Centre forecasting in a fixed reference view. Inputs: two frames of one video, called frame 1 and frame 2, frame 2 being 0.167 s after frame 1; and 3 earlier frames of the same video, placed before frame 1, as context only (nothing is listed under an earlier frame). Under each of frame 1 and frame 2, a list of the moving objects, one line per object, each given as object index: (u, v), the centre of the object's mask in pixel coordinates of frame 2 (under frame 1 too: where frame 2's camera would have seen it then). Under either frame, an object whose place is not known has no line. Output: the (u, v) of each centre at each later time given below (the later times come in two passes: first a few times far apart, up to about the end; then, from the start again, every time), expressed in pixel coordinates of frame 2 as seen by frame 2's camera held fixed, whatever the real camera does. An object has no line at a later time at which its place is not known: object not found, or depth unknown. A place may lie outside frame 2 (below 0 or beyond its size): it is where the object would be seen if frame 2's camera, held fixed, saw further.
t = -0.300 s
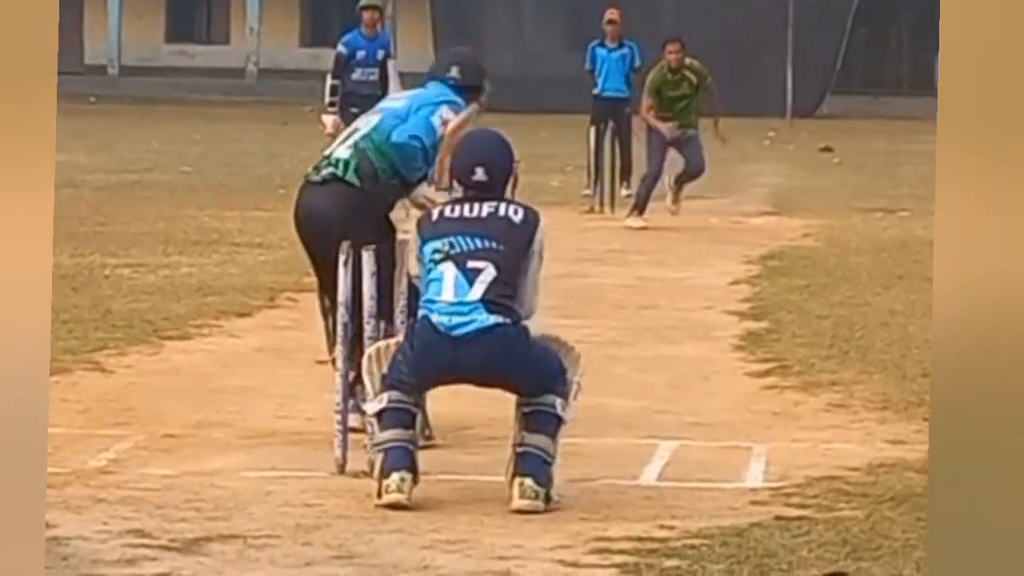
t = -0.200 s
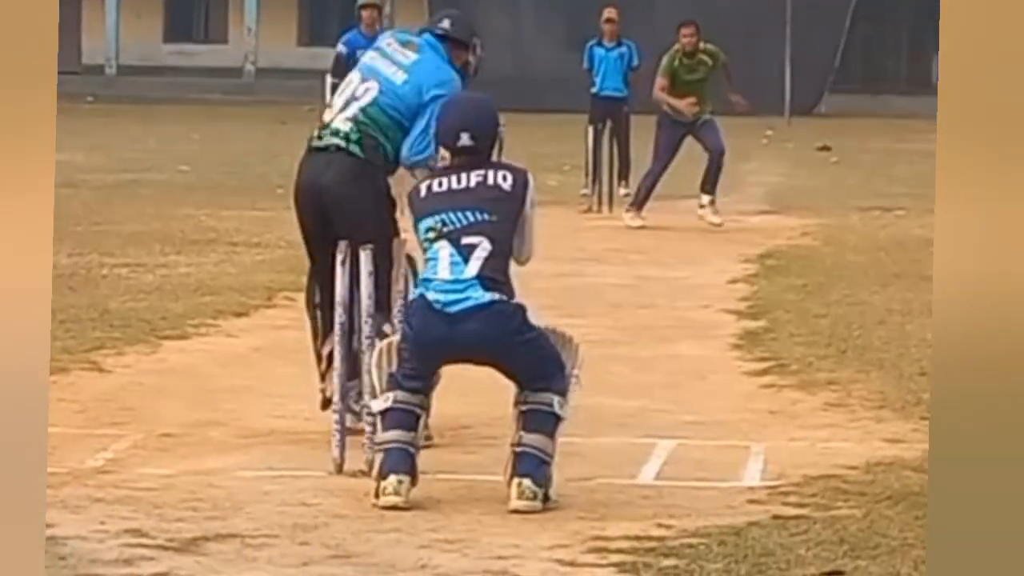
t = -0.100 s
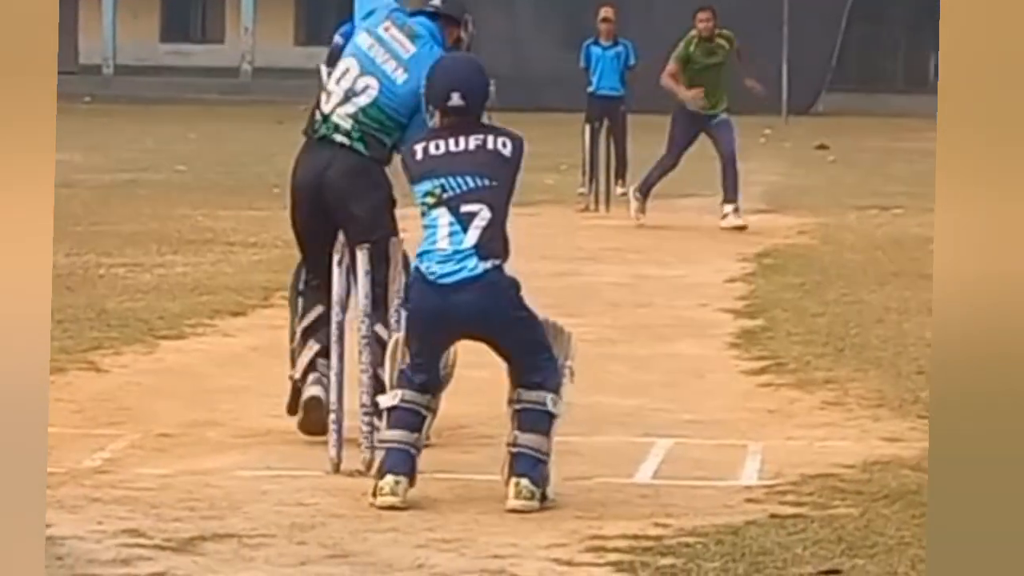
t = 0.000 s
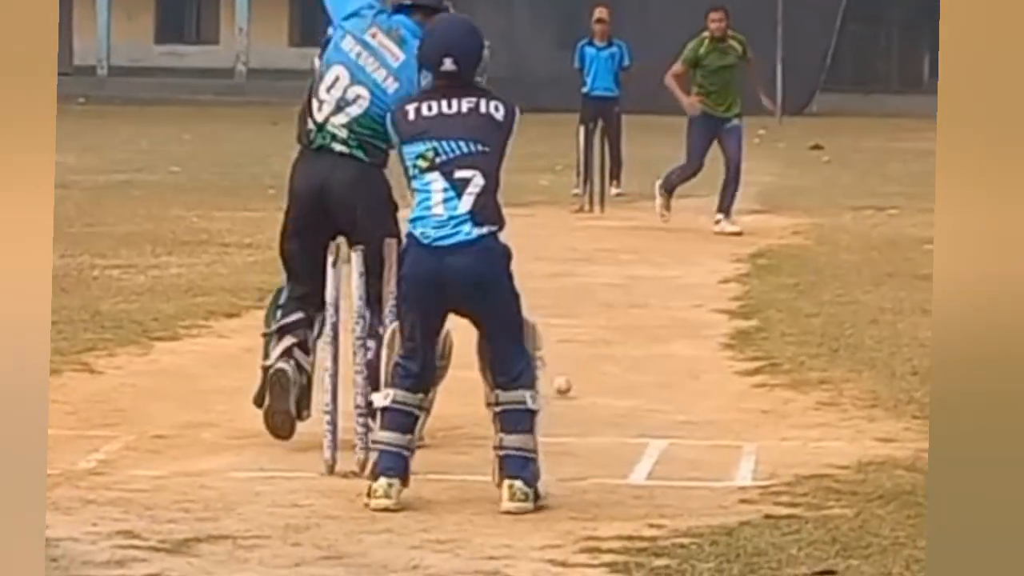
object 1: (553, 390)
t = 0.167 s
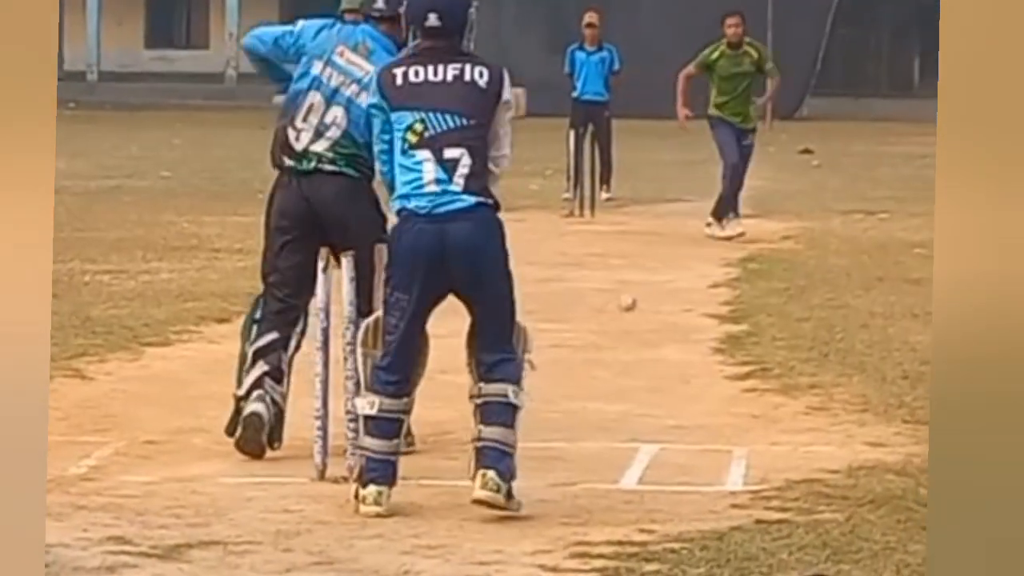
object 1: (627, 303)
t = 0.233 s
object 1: (656, 288)
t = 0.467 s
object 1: (744, 322)
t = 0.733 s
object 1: (836, 312)
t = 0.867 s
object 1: (877, 325)
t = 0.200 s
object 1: (642, 295)
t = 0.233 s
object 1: (656, 288)
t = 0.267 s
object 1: (668, 285)
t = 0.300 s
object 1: (683, 284)
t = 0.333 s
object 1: (695, 287)
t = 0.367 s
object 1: (707, 292)
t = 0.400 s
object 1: (721, 299)
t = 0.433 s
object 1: (730, 307)
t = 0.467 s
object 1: (744, 322)
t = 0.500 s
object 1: (755, 336)
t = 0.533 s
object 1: (767, 344)
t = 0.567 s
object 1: (779, 332)
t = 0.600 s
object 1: (791, 322)
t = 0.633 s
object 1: (803, 316)
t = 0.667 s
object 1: (813, 312)
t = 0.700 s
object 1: (824, 312)
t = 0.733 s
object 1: (836, 312)
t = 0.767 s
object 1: (847, 315)
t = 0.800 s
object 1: (858, 321)
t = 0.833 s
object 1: (867, 329)
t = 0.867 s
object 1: (877, 325)
